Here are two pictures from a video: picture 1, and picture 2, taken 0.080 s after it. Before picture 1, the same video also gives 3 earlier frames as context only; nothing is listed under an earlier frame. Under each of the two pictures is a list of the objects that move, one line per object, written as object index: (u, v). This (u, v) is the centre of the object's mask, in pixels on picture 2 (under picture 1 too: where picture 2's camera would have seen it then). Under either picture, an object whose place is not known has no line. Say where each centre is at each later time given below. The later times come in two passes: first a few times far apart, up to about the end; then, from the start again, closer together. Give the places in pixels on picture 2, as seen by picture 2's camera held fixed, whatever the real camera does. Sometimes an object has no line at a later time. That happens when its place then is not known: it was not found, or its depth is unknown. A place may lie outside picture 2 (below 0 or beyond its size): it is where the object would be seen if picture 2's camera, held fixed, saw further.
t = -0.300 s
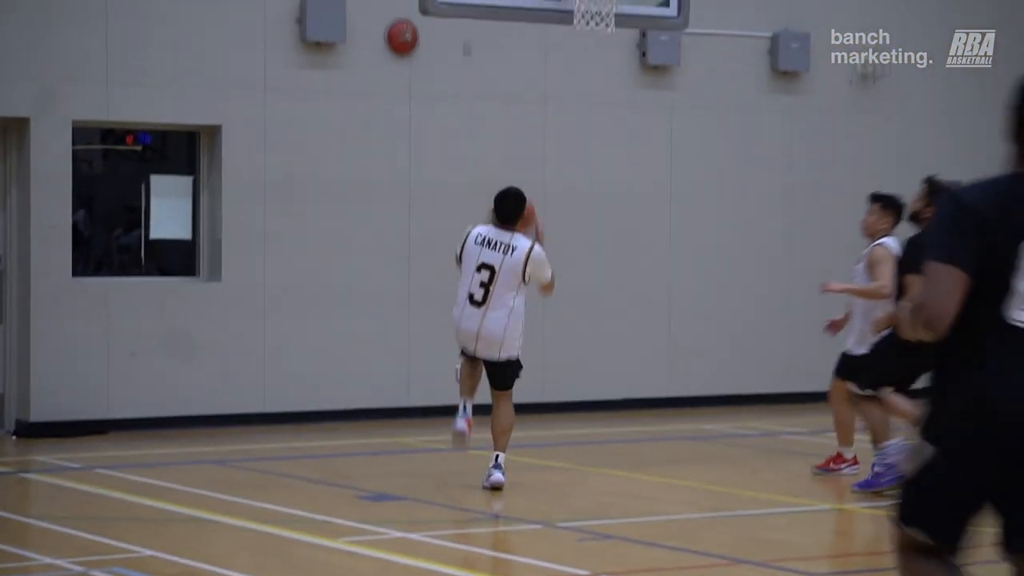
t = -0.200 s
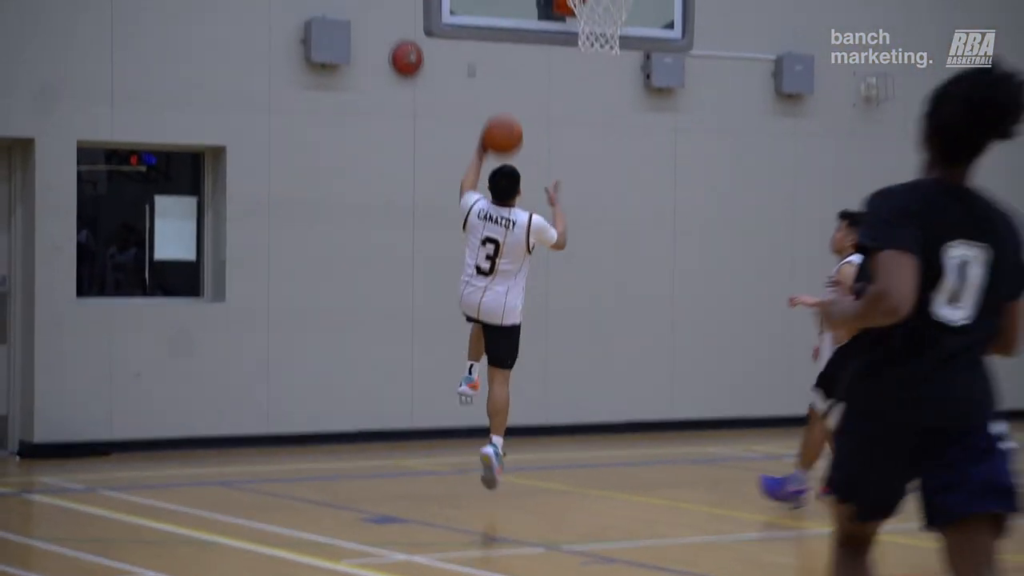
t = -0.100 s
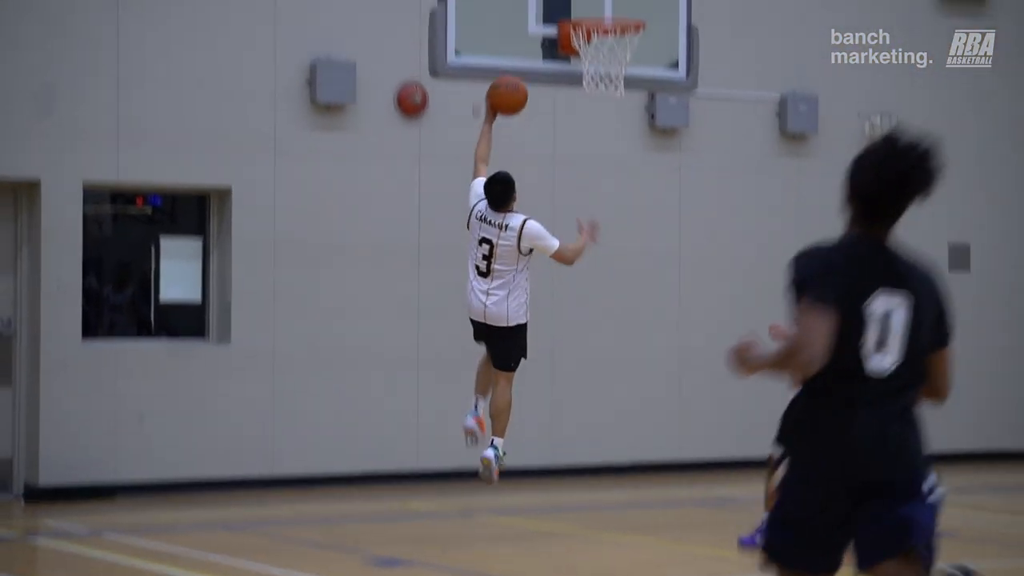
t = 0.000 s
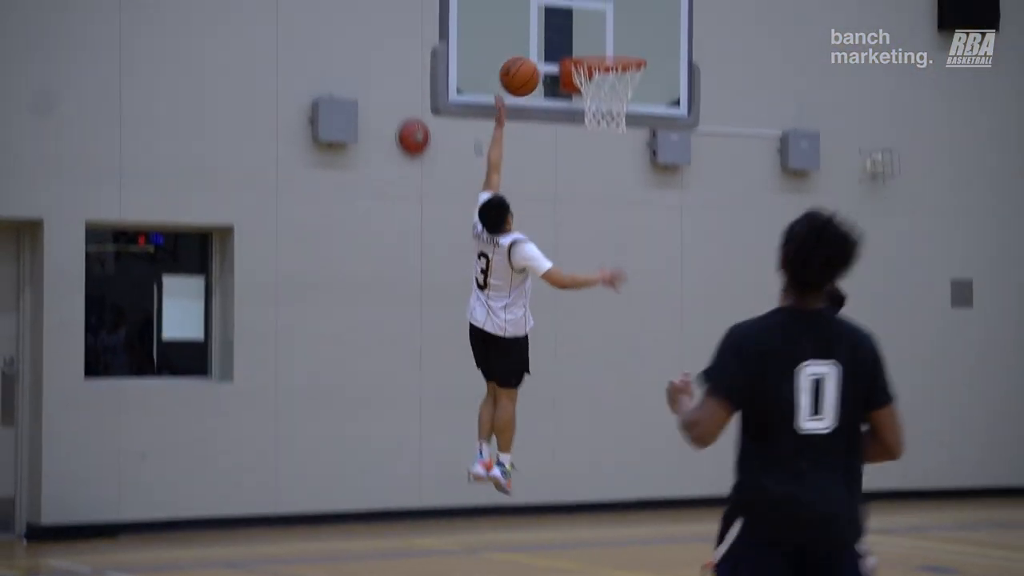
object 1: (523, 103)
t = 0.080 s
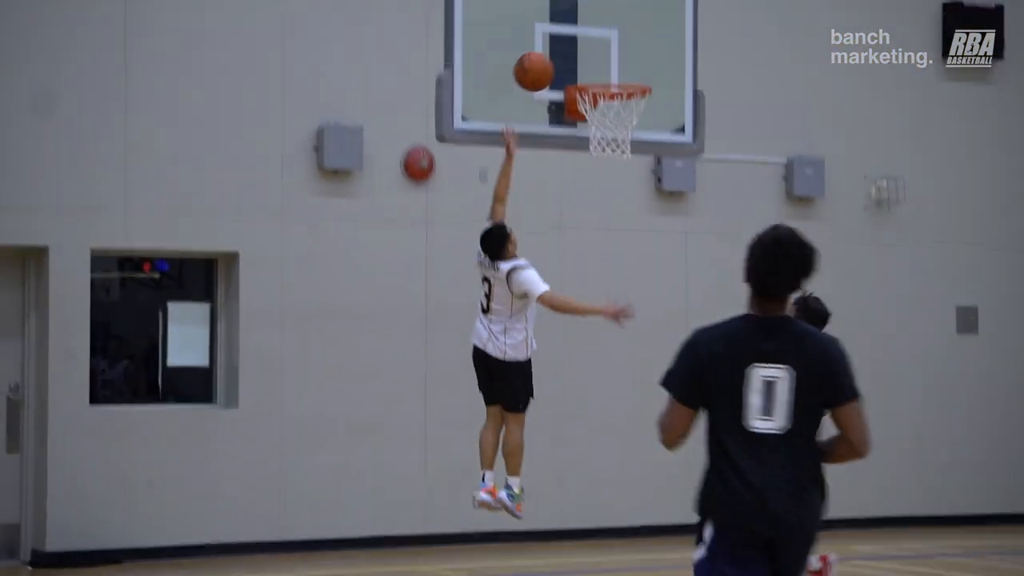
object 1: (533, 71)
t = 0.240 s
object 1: (555, 41)
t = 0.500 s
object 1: (606, 69)
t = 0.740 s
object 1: (630, 149)
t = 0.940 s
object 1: (625, 237)
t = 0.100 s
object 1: (536, 66)
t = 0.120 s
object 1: (539, 60)
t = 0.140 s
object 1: (541, 55)
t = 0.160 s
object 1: (543, 51)
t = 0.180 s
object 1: (545, 48)
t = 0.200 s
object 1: (547, 45)
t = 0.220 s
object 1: (551, 43)
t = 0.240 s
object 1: (555, 41)
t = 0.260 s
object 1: (559, 39)
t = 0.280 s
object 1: (563, 38)
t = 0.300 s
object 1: (567, 38)
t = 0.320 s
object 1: (571, 38)
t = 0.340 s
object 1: (575, 39)
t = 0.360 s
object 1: (578, 41)
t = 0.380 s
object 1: (582, 43)
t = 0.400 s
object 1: (586, 46)
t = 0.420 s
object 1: (590, 49)
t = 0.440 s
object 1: (594, 54)
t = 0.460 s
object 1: (598, 59)
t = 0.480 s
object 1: (602, 65)
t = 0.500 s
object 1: (606, 69)
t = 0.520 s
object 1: (610, 73)
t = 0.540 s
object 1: (614, 83)
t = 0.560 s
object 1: (618, 92)
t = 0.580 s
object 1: (624, 102)
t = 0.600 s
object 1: (627, 111)
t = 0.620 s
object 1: (630, 120)
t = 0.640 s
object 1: (632, 126)
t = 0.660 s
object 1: (632, 130)
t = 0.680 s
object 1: (632, 134)
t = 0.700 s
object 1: (631, 141)
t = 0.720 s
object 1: (630, 143)
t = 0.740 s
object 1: (630, 149)
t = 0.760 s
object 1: (629, 155)
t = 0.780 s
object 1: (628, 161)
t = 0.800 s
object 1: (628, 168)
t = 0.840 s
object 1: (627, 184)
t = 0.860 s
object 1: (627, 193)
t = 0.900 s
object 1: (626, 214)
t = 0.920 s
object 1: (626, 225)
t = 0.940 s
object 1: (625, 237)
